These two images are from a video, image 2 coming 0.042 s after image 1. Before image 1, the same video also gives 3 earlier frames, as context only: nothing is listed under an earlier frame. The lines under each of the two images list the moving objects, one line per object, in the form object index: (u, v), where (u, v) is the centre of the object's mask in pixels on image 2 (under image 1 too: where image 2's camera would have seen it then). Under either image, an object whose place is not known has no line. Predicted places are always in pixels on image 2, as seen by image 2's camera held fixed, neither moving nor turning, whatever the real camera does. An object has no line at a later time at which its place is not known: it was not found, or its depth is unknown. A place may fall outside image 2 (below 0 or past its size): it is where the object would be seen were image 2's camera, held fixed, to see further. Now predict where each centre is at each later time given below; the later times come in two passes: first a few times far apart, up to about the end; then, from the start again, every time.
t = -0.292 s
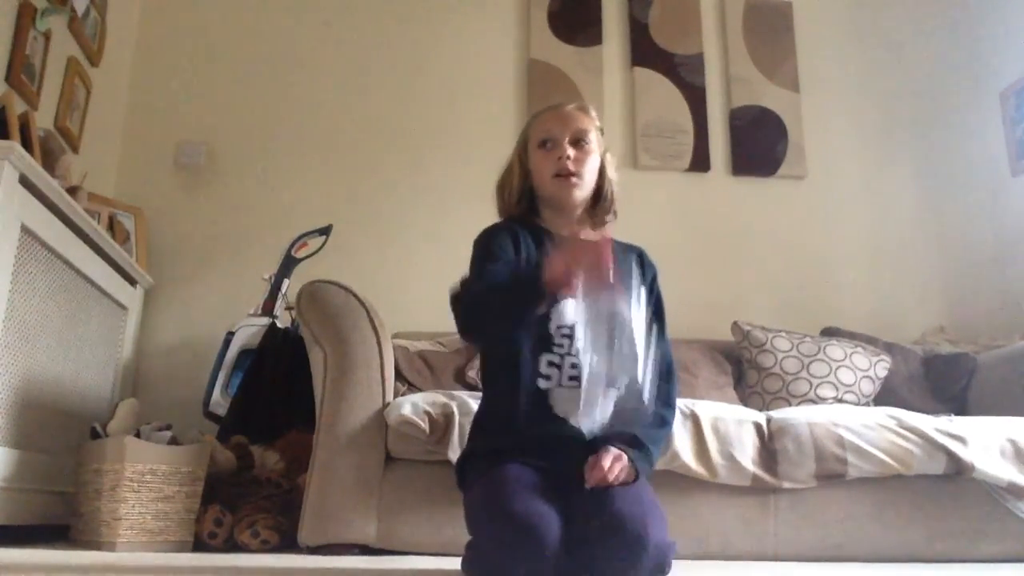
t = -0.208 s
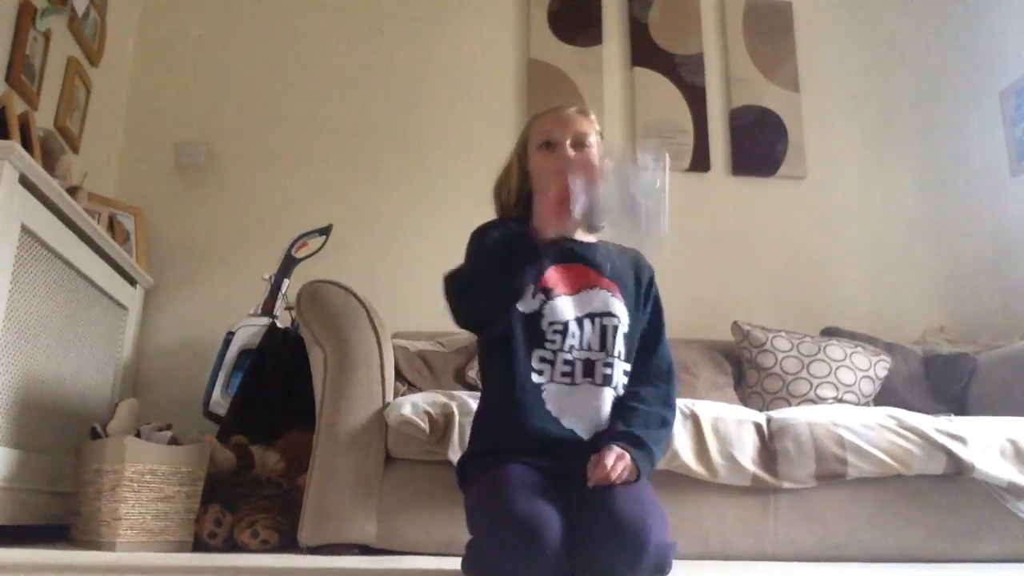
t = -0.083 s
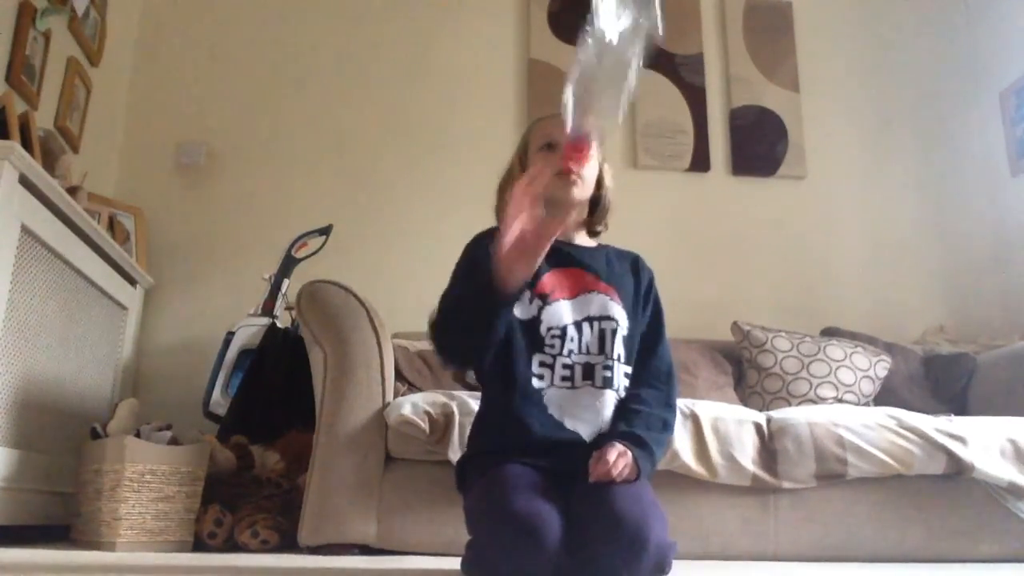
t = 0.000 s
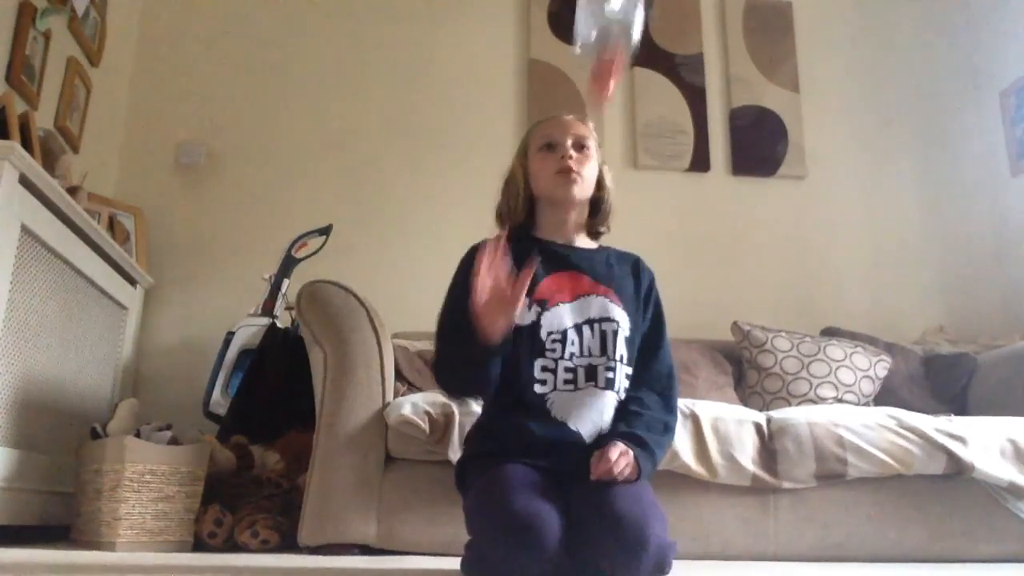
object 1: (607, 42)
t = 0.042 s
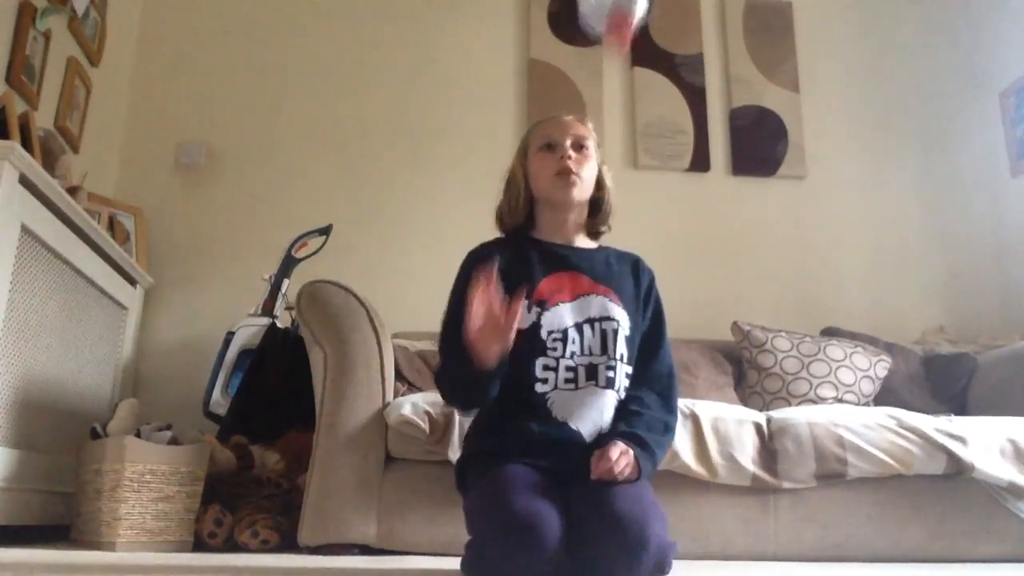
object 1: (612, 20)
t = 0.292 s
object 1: (617, 195)
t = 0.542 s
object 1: (645, 554)
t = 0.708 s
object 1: (665, 557)
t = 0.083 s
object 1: (609, 10)
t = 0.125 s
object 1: (603, 18)
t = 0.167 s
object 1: (608, 36)
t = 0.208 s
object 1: (615, 62)
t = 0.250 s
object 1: (616, 120)
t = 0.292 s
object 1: (617, 195)
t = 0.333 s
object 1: (609, 312)
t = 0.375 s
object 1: (602, 449)
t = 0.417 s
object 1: (621, 514)
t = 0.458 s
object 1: (641, 521)
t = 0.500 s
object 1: (657, 540)
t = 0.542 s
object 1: (645, 554)
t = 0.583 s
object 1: (651, 553)
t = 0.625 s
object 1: (664, 556)
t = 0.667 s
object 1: (666, 556)
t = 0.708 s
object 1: (665, 557)
